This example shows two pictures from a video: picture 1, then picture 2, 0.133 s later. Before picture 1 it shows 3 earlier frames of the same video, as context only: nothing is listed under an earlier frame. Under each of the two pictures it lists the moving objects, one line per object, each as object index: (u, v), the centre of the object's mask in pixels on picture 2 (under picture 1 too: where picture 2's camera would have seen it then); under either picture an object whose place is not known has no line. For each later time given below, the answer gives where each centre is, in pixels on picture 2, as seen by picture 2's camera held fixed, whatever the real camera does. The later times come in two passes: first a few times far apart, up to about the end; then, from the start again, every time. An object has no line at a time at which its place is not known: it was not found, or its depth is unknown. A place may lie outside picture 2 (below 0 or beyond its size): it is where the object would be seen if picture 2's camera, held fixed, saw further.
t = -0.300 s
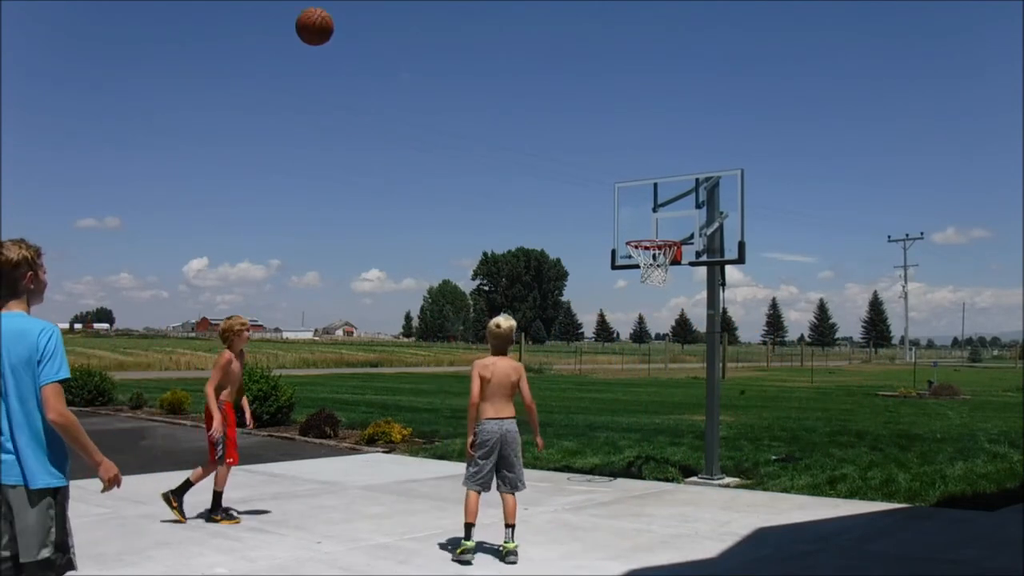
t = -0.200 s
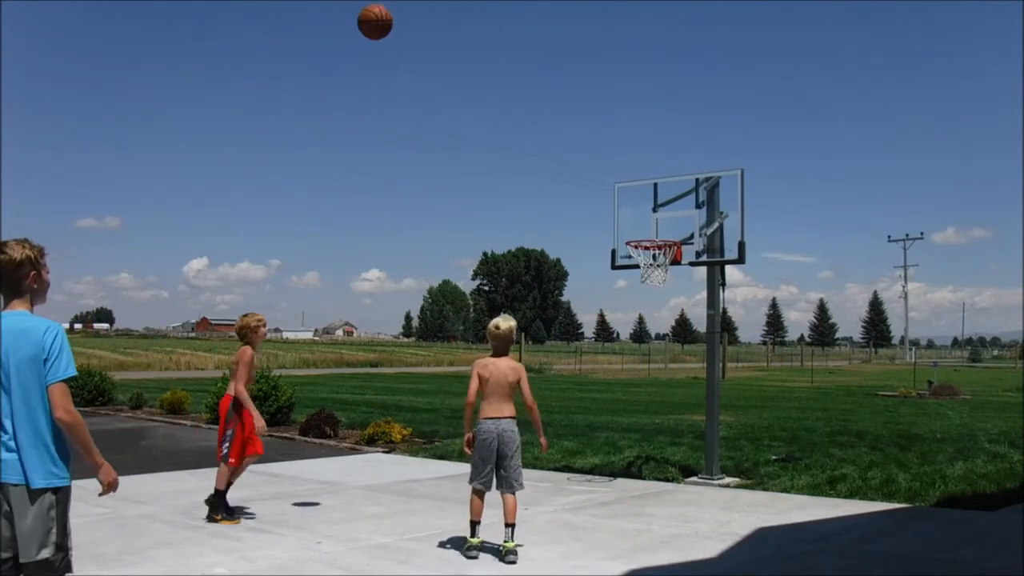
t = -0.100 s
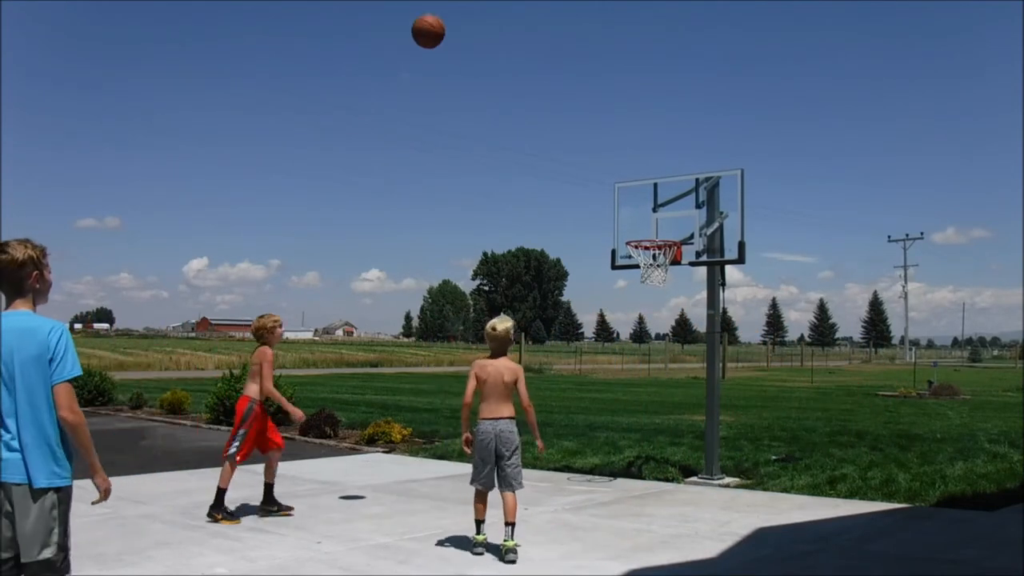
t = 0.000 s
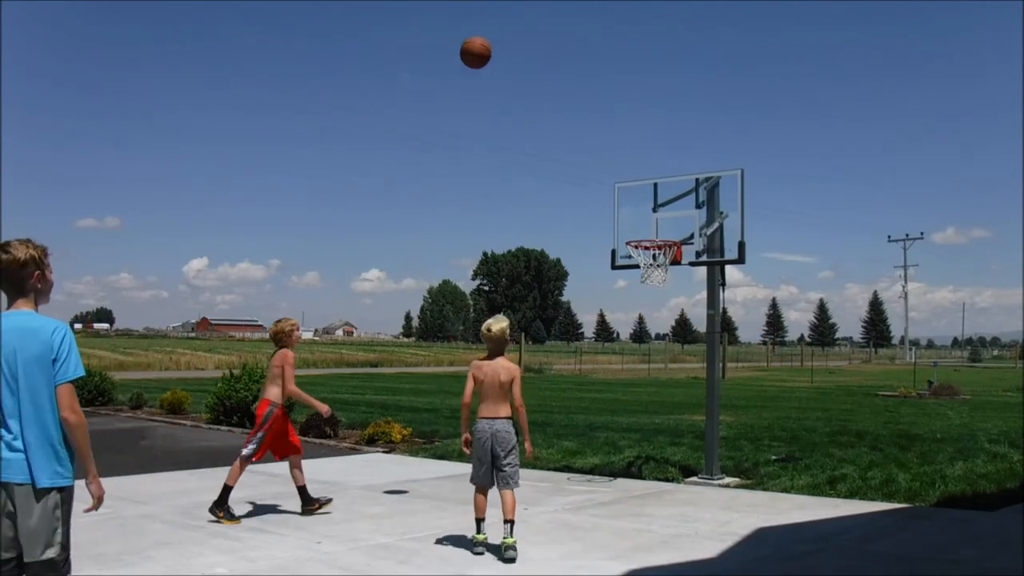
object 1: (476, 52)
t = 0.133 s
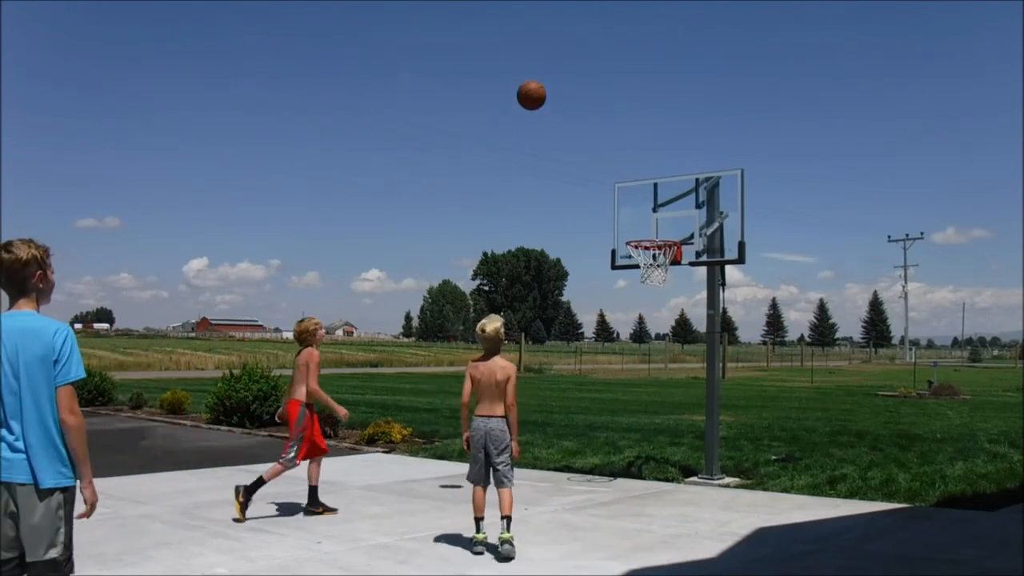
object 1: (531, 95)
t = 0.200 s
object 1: (557, 122)
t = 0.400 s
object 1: (625, 220)
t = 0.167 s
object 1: (544, 108)
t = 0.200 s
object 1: (557, 122)
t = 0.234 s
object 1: (569, 136)
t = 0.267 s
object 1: (581, 151)
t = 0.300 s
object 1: (592, 167)
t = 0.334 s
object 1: (604, 184)
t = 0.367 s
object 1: (614, 202)
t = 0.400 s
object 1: (625, 220)
